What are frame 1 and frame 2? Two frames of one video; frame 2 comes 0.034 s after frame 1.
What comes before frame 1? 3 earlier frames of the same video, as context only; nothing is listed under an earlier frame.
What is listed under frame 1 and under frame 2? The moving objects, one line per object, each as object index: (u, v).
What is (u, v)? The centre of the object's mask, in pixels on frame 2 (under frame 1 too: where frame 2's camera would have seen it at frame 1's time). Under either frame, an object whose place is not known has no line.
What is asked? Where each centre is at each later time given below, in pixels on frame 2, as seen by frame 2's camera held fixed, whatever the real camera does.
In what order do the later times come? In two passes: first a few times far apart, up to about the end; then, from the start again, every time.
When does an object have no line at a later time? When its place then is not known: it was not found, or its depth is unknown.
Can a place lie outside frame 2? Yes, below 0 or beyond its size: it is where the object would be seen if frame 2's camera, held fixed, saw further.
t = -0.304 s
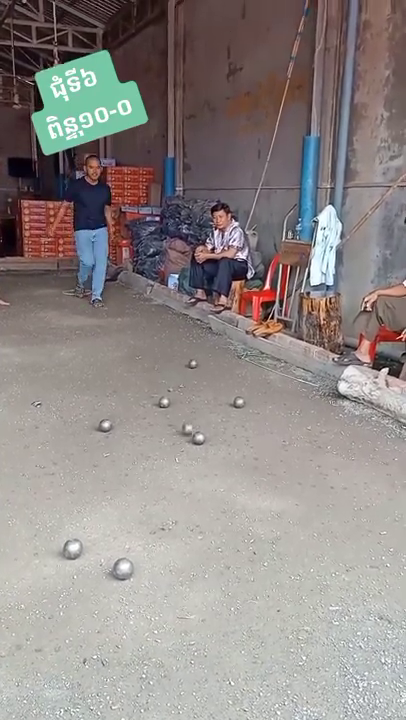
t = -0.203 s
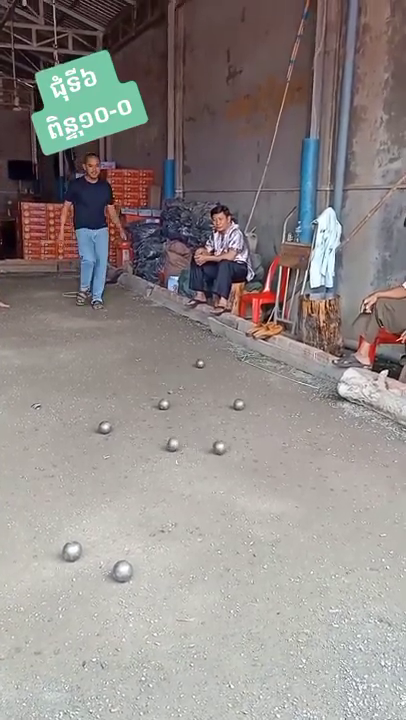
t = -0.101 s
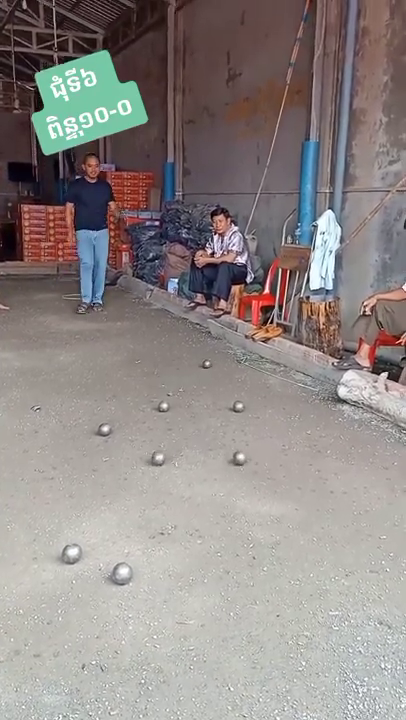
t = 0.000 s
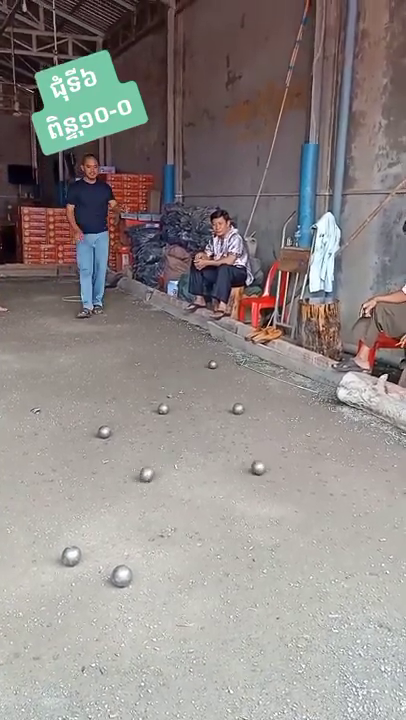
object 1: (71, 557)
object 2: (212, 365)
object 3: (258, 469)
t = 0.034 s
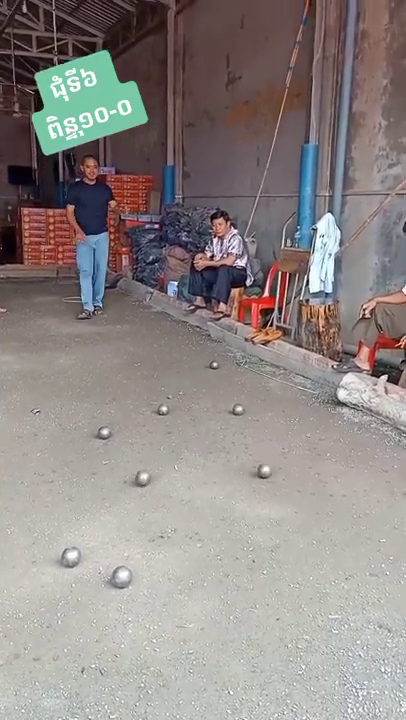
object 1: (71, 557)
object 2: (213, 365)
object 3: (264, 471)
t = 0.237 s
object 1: (71, 557)
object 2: (223, 362)
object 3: (304, 488)
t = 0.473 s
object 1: (68, 558)
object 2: (231, 359)
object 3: (355, 508)
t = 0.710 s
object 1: (34, 571)
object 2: (237, 358)
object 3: (405, 524)
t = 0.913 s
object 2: (241, 358)
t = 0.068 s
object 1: (71, 557)
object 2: (215, 364)
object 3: (270, 474)
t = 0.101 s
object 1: (71, 557)
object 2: (217, 364)
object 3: (277, 476)
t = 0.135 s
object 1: (71, 557)
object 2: (219, 363)
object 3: (283, 479)
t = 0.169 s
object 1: (71, 557)
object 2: (220, 363)
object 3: (290, 481)
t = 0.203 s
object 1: (71, 557)
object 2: (222, 363)
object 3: (297, 485)
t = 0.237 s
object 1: (71, 557)
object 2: (223, 362)
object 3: (304, 488)
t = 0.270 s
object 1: (71, 557)
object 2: (225, 362)
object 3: (311, 491)
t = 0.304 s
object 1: (71, 557)
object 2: (226, 361)
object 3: (319, 493)
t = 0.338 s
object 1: (71, 557)
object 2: (227, 361)
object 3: (325, 496)
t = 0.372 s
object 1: (71, 557)
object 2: (228, 360)
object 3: (332, 499)
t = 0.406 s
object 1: (71, 557)
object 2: (229, 360)
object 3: (340, 502)
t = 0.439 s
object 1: (71, 557)
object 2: (230, 360)
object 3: (347, 504)
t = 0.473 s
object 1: (68, 558)
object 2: (231, 359)
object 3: (355, 508)
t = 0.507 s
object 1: (61, 561)
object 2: (231, 359)
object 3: (362, 509)
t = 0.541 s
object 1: (56, 563)
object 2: (232, 359)
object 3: (369, 511)
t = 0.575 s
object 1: (50, 565)
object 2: (233, 359)
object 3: (376, 515)
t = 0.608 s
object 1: (46, 566)
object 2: (234, 359)
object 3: (384, 517)
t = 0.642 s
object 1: (41, 567)
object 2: (235, 358)
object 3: (391, 519)
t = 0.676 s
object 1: (38, 569)
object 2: (236, 358)
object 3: (398, 522)
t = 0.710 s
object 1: (34, 571)
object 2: (237, 358)
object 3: (405, 524)
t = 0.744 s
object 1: (30, 572)
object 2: (238, 358)
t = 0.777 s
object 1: (26, 574)
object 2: (239, 358)
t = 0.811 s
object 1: (23, 576)
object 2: (240, 358)
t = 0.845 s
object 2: (240, 358)
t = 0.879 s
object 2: (241, 358)
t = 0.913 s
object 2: (241, 358)
